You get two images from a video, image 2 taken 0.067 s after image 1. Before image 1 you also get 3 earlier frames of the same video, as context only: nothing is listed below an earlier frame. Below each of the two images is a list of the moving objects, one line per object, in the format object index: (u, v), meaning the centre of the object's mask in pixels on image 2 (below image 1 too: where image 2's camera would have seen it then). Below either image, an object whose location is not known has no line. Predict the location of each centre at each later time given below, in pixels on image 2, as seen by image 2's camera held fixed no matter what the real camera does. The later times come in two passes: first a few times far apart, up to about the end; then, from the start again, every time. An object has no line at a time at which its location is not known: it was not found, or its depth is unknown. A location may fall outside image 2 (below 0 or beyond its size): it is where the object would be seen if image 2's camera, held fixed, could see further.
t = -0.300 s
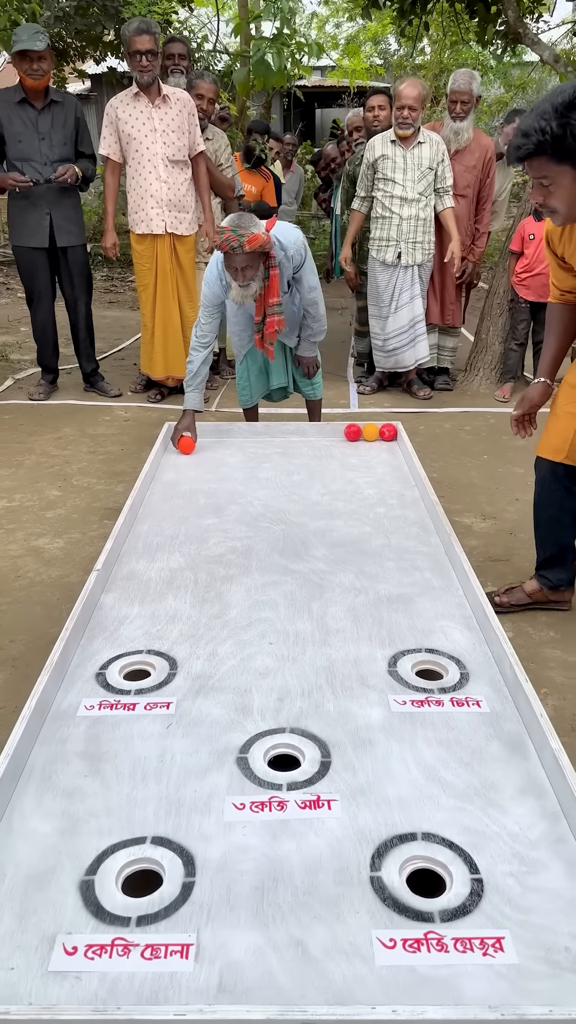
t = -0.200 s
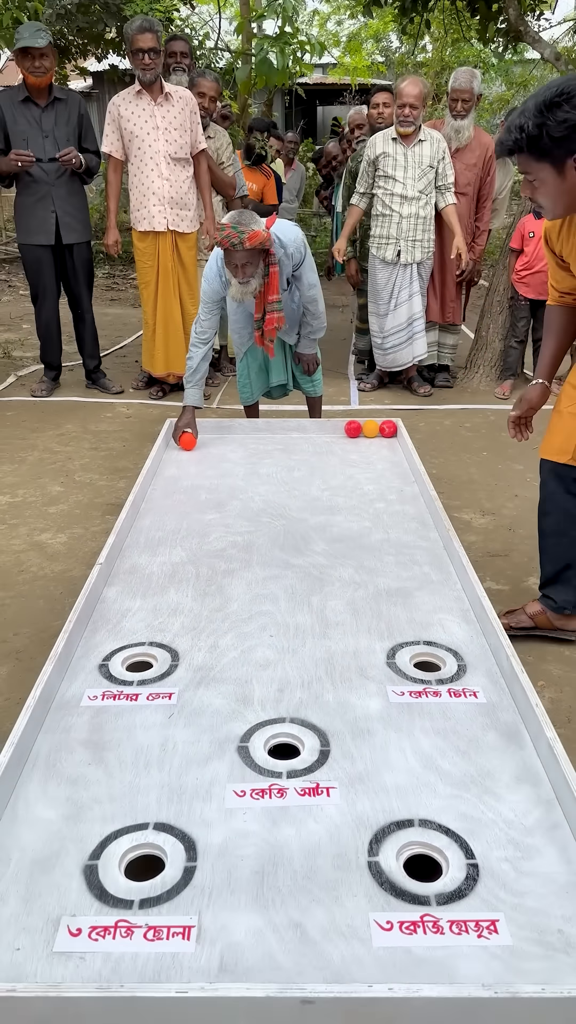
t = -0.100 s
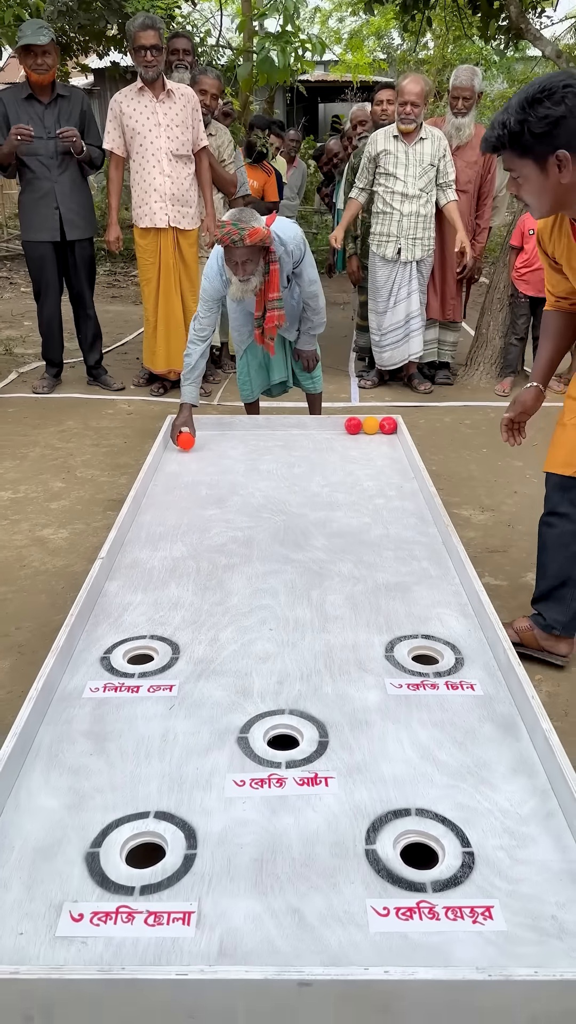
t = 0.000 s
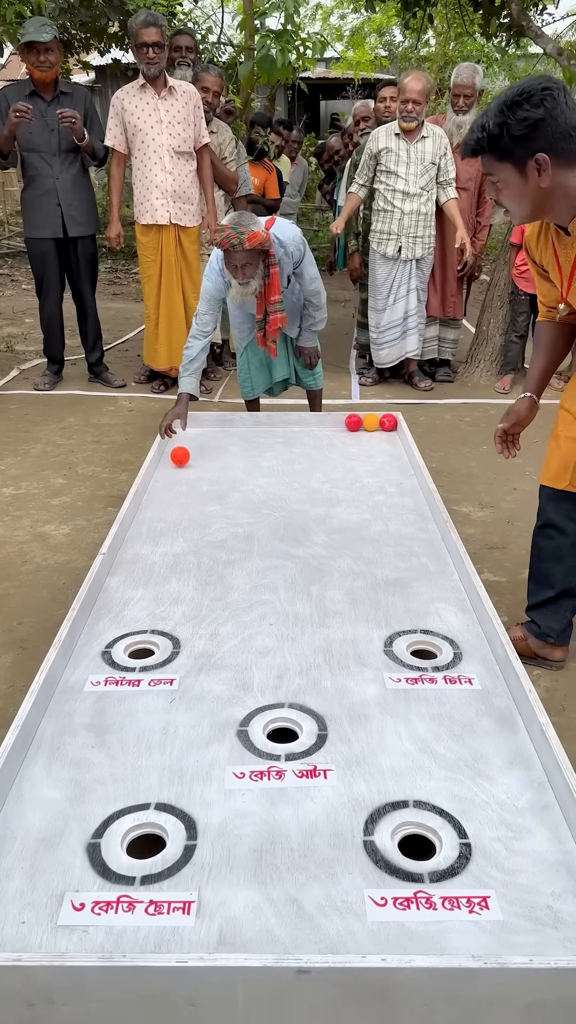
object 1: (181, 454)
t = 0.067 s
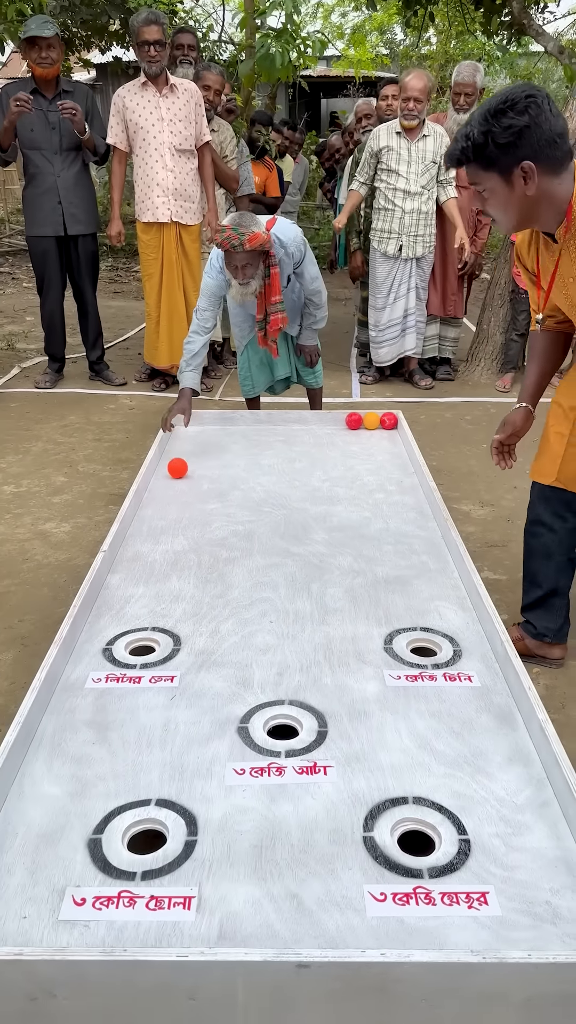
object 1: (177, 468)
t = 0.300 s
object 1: (172, 506)
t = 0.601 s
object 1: (167, 562)
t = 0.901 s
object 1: (167, 634)
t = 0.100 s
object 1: (176, 474)
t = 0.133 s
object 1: (175, 479)
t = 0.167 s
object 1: (174, 484)
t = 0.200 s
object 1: (174, 490)
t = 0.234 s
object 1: (173, 495)
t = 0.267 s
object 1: (172, 500)
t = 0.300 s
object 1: (172, 506)
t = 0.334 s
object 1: (171, 511)
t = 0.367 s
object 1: (170, 517)
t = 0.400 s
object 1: (170, 523)
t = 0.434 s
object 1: (169, 529)
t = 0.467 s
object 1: (168, 535)
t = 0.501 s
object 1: (168, 542)
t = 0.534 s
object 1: (168, 549)
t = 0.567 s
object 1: (167, 555)
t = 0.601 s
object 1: (167, 562)
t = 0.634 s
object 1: (167, 569)
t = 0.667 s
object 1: (167, 576)
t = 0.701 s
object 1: (166, 584)
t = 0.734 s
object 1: (167, 592)
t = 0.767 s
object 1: (167, 599)
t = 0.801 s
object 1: (167, 608)
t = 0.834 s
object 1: (167, 616)
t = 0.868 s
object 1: (167, 625)
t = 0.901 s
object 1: (167, 634)
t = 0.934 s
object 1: (168, 643)
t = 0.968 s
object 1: (168, 652)
